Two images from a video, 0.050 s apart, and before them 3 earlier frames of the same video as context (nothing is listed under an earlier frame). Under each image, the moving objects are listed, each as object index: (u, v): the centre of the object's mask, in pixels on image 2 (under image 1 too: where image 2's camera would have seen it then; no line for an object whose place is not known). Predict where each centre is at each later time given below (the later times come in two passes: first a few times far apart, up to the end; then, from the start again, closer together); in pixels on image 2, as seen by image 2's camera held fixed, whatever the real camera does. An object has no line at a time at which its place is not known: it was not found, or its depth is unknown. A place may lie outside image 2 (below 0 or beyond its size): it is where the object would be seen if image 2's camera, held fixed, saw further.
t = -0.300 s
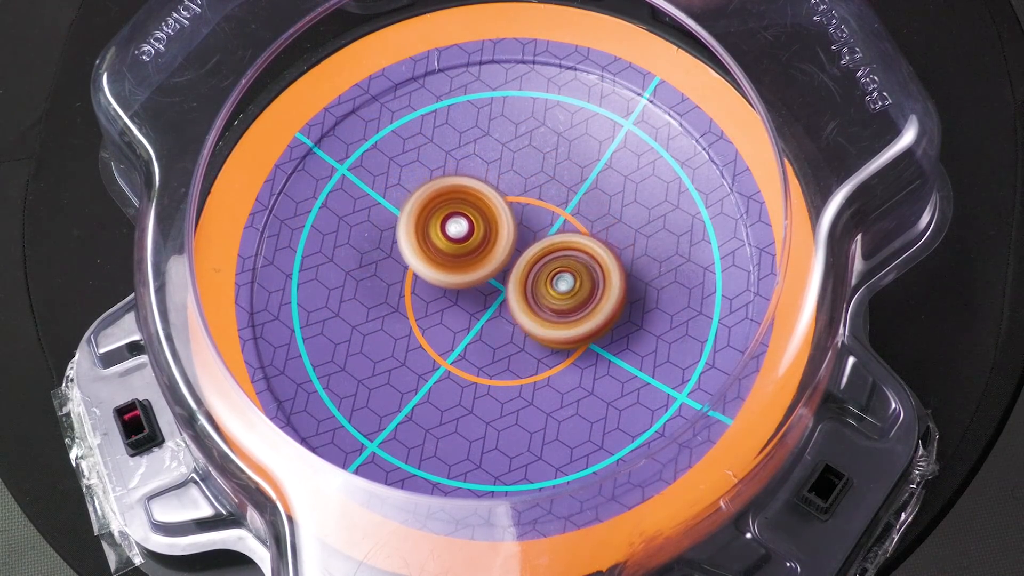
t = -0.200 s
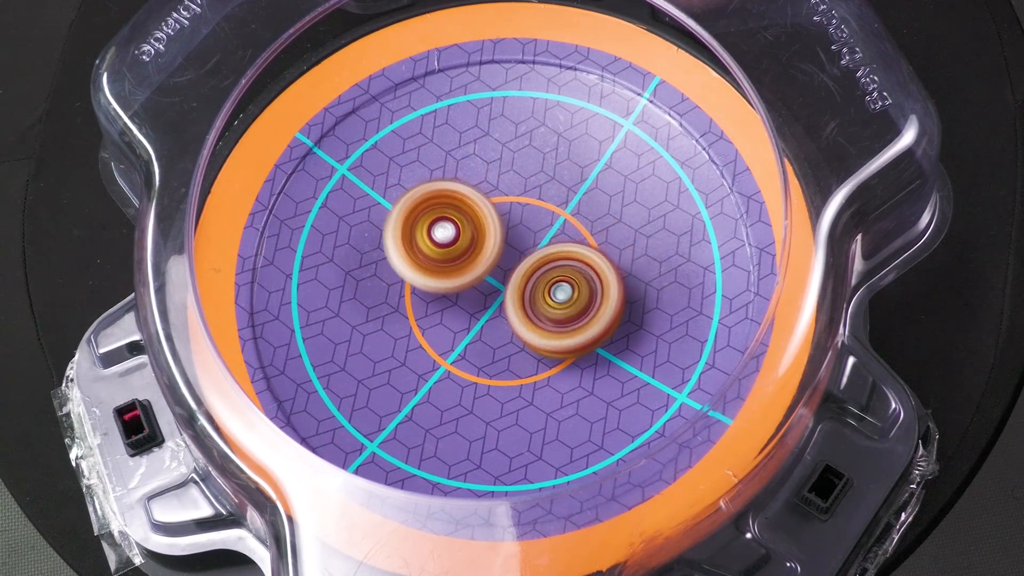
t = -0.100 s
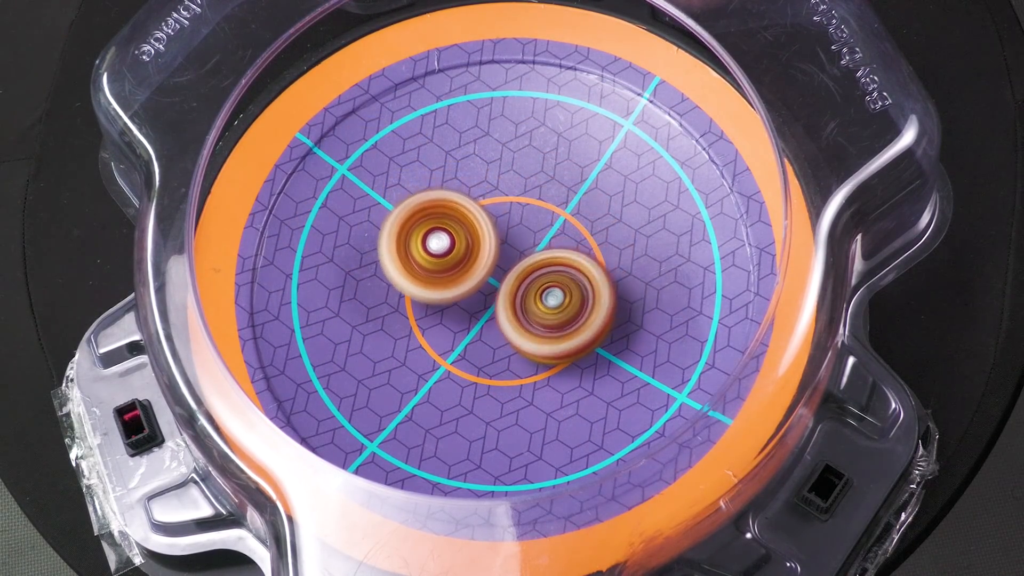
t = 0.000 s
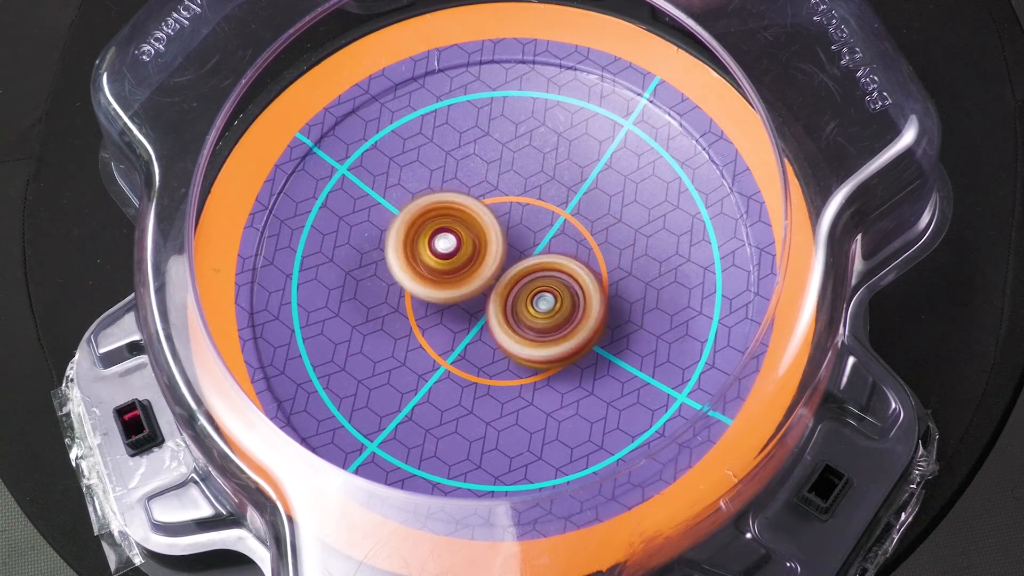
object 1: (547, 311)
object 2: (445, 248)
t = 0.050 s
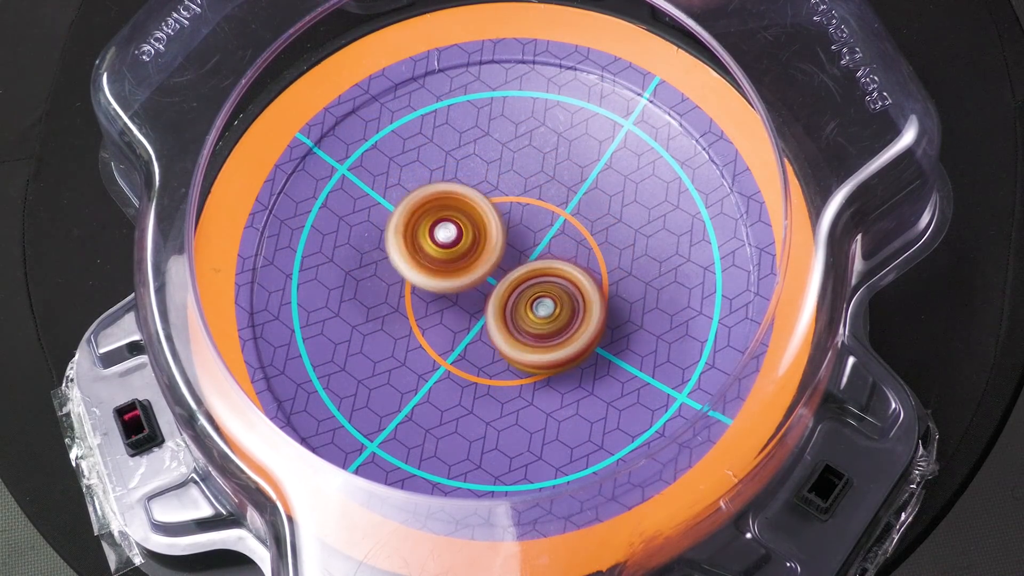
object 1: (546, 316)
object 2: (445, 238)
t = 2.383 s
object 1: (497, 237)
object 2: (499, 367)
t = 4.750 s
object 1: (443, 275)
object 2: (595, 331)
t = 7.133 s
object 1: (472, 313)
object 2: (548, 195)
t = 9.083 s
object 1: (555, 281)
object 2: (455, 216)
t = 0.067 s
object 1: (545, 317)
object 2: (445, 235)
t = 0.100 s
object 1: (542, 319)
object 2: (448, 232)
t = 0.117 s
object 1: (539, 319)
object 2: (449, 231)
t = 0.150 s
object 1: (535, 320)
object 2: (453, 230)
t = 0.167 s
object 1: (533, 321)
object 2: (455, 230)
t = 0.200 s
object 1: (531, 324)
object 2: (457, 224)
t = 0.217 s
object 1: (530, 326)
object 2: (457, 220)
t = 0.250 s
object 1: (528, 327)
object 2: (458, 215)
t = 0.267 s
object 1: (526, 327)
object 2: (459, 214)
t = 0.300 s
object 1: (524, 326)
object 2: (460, 213)
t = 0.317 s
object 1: (522, 325)
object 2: (461, 214)
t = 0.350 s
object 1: (520, 324)
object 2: (462, 217)
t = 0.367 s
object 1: (519, 324)
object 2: (461, 216)
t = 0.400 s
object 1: (517, 325)
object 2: (460, 210)
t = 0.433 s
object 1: (514, 325)
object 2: (461, 204)
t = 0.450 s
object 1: (512, 325)
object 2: (461, 202)
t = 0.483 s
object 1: (508, 324)
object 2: (462, 200)
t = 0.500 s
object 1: (506, 323)
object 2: (462, 199)
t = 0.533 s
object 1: (501, 322)
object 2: (464, 199)
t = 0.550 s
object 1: (499, 321)
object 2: (465, 199)
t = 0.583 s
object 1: (496, 319)
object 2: (466, 199)
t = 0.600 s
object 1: (494, 318)
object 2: (467, 200)
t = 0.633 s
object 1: (490, 319)
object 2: (471, 194)
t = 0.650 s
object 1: (487, 322)
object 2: (473, 188)
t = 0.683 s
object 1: (485, 323)
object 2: (478, 180)
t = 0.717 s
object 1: (483, 322)
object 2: (483, 174)
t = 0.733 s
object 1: (482, 321)
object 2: (485, 172)
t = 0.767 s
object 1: (481, 319)
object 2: (488, 170)
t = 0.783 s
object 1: (480, 317)
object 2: (489, 169)
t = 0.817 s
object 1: (480, 313)
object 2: (491, 170)
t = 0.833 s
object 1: (480, 311)
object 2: (492, 171)
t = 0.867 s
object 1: (480, 307)
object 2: (493, 173)
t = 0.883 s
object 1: (479, 305)
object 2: (494, 174)
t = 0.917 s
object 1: (479, 300)
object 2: (495, 176)
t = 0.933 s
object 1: (478, 298)
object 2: (496, 178)
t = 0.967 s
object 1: (477, 297)
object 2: (499, 177)
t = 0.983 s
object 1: (475, 299)
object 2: (504, 169)
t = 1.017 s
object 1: (471, 300)
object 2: (513, 159)
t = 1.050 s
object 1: (467, 298)
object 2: (519, 153)
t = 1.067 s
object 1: (465, 296)
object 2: (521, 151)
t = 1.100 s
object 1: (463, 293)
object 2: (525, 150)
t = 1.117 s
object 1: (461, 291)
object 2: (526, 150)
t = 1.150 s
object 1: (459, 288)
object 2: (528, 151)
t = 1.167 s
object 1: (458, 286)
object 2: (528, 153)
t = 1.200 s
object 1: (456, 283)
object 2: (528, 156)
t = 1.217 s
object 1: (454, 281)
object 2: (528, 157)
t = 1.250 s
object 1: (453, 278)
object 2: (527, 161)
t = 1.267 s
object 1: (452, 276)
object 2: (526, 163)
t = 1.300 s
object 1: (450, 273)
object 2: (526, 168)
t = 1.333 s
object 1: (449, 270)
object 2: (525, 172)
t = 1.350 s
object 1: (448, 269)
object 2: (526, 174)
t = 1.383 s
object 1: (439, 273)
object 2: (542, 167)
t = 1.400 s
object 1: (434, 274)
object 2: (552, 164)
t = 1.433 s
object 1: (429, 276)
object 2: (568, 162)
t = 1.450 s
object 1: (428, 276)
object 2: (574, 162)
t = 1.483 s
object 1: (427, 275)
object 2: (584, 167)
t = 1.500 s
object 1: (427, 275)
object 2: (589, 170)
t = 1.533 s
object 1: (427, 275)
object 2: (595, 176)
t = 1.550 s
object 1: (427, 274)
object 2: (596, 179)
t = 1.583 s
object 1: (427, 273)
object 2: (599, 187)
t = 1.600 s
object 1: (428, 272)
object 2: (600, 191)
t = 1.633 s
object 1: (429, 271)
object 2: (601, 197)
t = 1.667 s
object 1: (430, 270)
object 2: (602, 206)
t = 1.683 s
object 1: (431, 269)
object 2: (602, 210)
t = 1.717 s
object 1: (433, 268)
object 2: (602, 219)
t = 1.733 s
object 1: (434, 268)
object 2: (601, 224)
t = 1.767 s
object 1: (437, 266)
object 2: (601, 233)
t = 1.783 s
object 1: (438, 266)
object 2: (600, 237)
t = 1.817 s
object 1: (441, 265)
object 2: (598, 246)
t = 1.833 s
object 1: (444, 264)
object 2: (597, 251)
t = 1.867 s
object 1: (447, 263)
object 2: (594, 261)
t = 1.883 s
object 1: (449, 262)
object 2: (593, 264)
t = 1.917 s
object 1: (453, 261)
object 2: (589, 273)
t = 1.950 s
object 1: (456, 259)
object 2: (586, 280)
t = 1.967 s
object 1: (458, 258)
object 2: (583, 283)
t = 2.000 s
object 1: (462, 257)
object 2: (579, 290)
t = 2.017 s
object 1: (464, 256)
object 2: (577, 293)
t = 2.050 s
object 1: (464, 253)
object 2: (578, 301)
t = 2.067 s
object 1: (465, 251)
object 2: (578, 306)
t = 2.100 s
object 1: (468, 249)
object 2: (575, 316)
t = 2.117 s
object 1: (468, 249)
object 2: (572, 320)
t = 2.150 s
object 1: (471, 247)
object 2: (565, 328)
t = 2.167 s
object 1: (472, 247)
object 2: (561, 333)
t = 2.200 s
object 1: (475, 245)
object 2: (552, 340)
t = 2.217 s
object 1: (477, 245)
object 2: (548, 344)
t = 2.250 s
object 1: (481, 243)
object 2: (538, 351)
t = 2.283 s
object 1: (485, 241)
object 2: (529, 356)
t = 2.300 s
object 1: (486, 241)
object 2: (524, 359)
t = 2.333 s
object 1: (490, 239)
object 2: (514, 363)
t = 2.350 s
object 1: (493, 238)
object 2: (509, 364)
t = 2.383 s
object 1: (497, 237)
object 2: (499, 367)
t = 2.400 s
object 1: (499, 236)
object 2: (494, 368)
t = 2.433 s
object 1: (503, 234)
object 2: (485, 369)
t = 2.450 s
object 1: (505, 234)
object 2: (480, 369)
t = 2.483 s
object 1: (509, 233)
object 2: (471, 369)
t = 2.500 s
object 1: (512, 232)
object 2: (467, 369)
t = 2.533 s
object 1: (515, 231)
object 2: (458, 368)
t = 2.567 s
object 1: (519, 230)
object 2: (450, 366)
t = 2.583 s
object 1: (521, 230)
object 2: (447, 365)
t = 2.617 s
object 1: (524, 229)
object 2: (440, 361)
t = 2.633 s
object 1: (526, 229)
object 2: (437, 359)
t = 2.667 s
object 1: (529, 228)
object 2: (431, 355)
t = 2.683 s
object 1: (530, 228)
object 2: (428, 352)
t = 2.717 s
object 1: (533, 228)
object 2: (423, 346)
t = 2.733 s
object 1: (534, 228)
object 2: (421, 342)
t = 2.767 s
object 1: (536, 228)
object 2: (417, 335)
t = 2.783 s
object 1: (538, 228)
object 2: (415, 331)
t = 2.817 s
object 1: (540, 228)
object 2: (412, 322)
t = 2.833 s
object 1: (541, 228)
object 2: (410, 318)
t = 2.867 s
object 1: (543, 230)
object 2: (409, 308)
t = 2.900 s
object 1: (545, 231)
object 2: (407, 298)
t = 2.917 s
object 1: (545, 231)
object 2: (407, 293)
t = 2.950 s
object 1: (547, 233)
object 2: (406, 283)
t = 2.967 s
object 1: (547, 234)
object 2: (406, 277)
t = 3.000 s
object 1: (548, 235)
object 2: (406, 267)
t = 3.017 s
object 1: (548, 236)
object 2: (406, 262)
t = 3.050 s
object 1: (549, 238)
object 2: (406, 252)
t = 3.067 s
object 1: (549, 239)
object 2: (406, 247)
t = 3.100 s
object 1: (549, 242)
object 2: (408, 237)
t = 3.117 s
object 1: (549, 243)
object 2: (409, 232)
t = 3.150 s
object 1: (549, 245)
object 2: (411, 223)
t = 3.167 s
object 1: (549, 247)
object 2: (413, 219)
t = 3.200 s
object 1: (549, 249)
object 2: (416, 210)
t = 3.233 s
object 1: (548, 253)
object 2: (421, 202)
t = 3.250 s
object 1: (548, 254)
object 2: (423, 198)
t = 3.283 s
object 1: (549, 257)
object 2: (428, 191)
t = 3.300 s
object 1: (549, 259)
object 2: (431, 188)
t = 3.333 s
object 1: (549, 262)
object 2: (437, 182)
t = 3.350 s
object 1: (548, 264)
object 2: (441, 179)
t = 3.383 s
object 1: (548, 267)
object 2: (448, 175)
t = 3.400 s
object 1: (547, 268)
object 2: (452, 173)
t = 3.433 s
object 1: (546, 271)
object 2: (460, 170)
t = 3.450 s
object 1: (545, 273)
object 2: (465, 169)
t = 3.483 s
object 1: (544, 276)
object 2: (474, 167)
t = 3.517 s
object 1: (542, 279)
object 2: (483, 166)
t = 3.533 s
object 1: (541, 281)
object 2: (488, 166)
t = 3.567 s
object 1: (540, 284)
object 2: (497, 166)
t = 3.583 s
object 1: (539, 285)
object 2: (502, 166)
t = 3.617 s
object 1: (538, 288)
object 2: (511, 167)
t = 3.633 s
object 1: (537, 289)
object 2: (516, 167)
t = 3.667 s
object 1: (535, 292)
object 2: (525, 168)
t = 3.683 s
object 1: (534, 293)
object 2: (530, 169)
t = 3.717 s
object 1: (532, 296)
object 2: (540, 170)
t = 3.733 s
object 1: (531, 297)
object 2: (545, 171)
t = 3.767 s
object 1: (529, 299)
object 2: (554, 174)
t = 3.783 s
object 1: (528, 300)
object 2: (558, 176)
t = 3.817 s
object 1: (526, 302)
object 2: (567, 180)
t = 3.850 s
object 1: (523, 304)
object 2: (575, 185)
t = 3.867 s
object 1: (521, 305)
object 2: (579, 187)
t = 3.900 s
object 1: (517, 307)
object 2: (585, 192)
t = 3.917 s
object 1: (516, 307)
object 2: (589, 196)
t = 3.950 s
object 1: (514, 308)
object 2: (594, 201)
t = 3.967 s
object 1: (513, 309)
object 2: (597, 206)
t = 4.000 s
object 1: (511, 310)
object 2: (601, 213)
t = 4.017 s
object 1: (510, 310)
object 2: (602, 217)
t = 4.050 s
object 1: (508, 310)
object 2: (605, 224)
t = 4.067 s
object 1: (507, 310)
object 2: (606, 228)
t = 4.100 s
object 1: (504, 310)
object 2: (607, 236)
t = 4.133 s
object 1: (501, 310)
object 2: (609, 244)
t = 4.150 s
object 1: (500, 310)
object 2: (610, 248)
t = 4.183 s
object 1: (496, 310)
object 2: (612, 255)
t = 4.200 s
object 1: (493, 310)
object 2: (616, 257)
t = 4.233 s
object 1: (488, 310)
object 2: (621, 262)
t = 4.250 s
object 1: (486, 310)
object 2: (622, 265)
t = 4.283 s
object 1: (483, 310)
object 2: (624, 269)
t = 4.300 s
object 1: (481, 309)
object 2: (624, 272)
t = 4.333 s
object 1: (478, 309)
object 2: (624, 277)
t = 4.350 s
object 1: (477, 308)
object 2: (622, 279)
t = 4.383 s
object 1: (474, 307)
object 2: (620, 283)
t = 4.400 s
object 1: (472, 306)
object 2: (617, 285)
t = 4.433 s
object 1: (470, 304)
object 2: (613, 289)
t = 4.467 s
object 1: (468, 302)
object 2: (607, 294)
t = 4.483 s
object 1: (467, 301)
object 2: (603, 295)
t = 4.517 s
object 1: (465, 299)
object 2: (595, 300)
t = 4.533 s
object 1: (464, 298)
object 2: (591, 302)
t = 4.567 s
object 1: (462, 295)
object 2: (583, 307)
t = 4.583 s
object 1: (458, 293)
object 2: (585, 310)
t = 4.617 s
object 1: (450, 288)
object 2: (592, 319)
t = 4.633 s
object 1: (447, 285)
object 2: (594, 322)
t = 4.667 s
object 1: (444, 281)
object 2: (595, 326)
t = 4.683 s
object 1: (443, 280)
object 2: (596, 327)
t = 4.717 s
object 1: (443, 277)
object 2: (596, 330)
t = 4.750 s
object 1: (443, 275)
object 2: (595, 331)
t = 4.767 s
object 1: (443, 274)
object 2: (594, 331)
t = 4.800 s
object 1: (444, 272)
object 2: (591, 331)
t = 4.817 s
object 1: (444, 270)
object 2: (589, 331)
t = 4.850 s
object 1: (446, 269)
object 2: (584, 330)
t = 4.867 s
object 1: (447, 267)
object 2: (580, 330)
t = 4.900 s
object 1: (448, 266)
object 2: (574, 328)
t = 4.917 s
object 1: (450, 265)
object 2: (570, 327)
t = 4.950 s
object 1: (451, 262)
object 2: (561, 324)
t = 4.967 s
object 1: (453, 262)
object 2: (557, 323)
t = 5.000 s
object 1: (454, 259)
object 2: (548, 320)
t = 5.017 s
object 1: (454, 257)
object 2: (544, 321)
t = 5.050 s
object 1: (455, 252)
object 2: (543, 326)
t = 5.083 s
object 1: (457, 248)
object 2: (543, 330)
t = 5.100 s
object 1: (458, 246)
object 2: (542, 332)
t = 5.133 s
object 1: (462, 244)
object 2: (542, 334)
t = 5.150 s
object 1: (464, 242)
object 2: (541, 335)
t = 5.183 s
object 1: (468, 241)
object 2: (540, 335)
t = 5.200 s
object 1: (470, 240)
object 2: (539, 336)
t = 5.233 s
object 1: (474, 239)
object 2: (537, 335)
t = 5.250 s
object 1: (477, 238)
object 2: (536, 335)
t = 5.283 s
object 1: (481, 236)
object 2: (533, 333)
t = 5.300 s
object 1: (484, 236)
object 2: (531, 332)
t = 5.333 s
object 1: (488, 233)
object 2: (528, 330)
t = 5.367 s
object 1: (492, 231)
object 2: (523, 332)
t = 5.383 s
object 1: (495, 230)
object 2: (521, 335)
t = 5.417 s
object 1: (501, 228)
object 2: (517, 338)
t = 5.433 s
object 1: (504, 228)
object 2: (516, 339)
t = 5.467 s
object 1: (510, 227)
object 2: (514, 341)
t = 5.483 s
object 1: (512, 227)
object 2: (513, 341)
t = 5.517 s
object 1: (518, 225)
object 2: (511, 342)
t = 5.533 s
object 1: (521, 225)
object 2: (510, 342)
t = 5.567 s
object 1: (527, 224)
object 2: (507, 341)
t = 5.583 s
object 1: (529, 224)
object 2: (506, 341)
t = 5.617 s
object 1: (534, 223)
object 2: (503, 338)
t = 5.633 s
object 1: (536, 222)
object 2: (501, 337)
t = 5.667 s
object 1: (541, 222)
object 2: (498, 334)
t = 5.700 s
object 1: (545, 223)
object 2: (494, 329)
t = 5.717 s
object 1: (548, 223)
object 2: (493, 328)
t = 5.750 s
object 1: (551, 223)
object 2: (490, 322)
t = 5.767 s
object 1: (553, 224)
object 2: (488, 319)
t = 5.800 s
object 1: (556, 224)
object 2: (483, 313)
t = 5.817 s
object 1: (559, 224)
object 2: (478, 312)
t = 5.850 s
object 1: (561, 224)
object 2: (471, 310)
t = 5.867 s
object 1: (563, 225)
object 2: (467, 309)
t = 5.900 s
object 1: (565, 227)
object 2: (460, 306)
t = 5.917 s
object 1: (566, 228)
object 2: (457, 305)
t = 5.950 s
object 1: (568, 231)
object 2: (451, 302)
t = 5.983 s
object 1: (569, 233)
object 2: (446, 298)
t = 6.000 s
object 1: (570, 234)
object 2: (443, 296)
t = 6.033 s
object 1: (571, 237)
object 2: (438, 291)
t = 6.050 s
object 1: (571, 239)
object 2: (437, 289)
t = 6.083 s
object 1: (572, 242)
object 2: (433, 284)
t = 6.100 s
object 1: (572, 243)
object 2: (432, 281)
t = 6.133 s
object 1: (572, 247)
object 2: (429, 276)
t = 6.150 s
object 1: (572, 249)
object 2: (428, 273)
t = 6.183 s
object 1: (572, 252)
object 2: (427, 268)
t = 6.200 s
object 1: (571, 254)
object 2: (426, 265)
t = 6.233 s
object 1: (570, 258)
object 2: (426, 260)
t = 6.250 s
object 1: (570, 260)
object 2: (426, 258)
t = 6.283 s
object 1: (568, 264)
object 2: (427, 253)
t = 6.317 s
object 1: (566, 268)
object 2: (429, 248)
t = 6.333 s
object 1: (564, 270)
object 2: (431, 246)
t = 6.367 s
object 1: (562, 274)
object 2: (434, 242)
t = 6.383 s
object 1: (561, 276)
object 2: (436, 239)
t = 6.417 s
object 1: (558, 280)
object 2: (441, 236)
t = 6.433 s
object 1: (556, 282)
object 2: (443, 234)
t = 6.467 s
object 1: (555, 286)
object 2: (446, 227)
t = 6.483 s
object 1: (554, 288)
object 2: (445, 222)
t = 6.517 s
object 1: (551, 292)
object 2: (445, 214)
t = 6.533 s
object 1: (549, 294)
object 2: (444, 211)
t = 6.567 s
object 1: (546, 297)
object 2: (445, 206)
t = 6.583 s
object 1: (544, 298)
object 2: (445, 203)
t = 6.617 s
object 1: (540, 301)
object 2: (447, 199)
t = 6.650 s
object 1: (536, 304)
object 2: (450, 196)
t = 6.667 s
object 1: (534, 305)
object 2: (451, 194)
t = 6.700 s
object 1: (530, 307)
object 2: (454, 192)
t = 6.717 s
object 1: (527, 309)
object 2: (456, 192)
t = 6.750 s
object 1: (523, 310)
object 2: (461, 191)
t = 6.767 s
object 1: (520, 311)
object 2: (465, 191)
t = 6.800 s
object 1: (516, 312)
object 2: (471, 191)
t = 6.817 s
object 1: (513, 313)
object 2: (475, 191)
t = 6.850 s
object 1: (509, 314)
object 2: (482, 192)
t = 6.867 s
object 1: (506, 315)
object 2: (485, 193)
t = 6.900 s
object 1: (502, 316)
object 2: (493, 194)
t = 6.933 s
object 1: (498, 316)
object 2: (500, 196)
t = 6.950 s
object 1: (495, 316)
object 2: (504, 197)
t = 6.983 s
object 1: (491, 316)
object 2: (512, 199)
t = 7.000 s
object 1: (488, 317)
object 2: (518, 198)
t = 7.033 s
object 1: (485, 317)
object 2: (527, 195)
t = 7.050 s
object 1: (482, 317)
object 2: (531, 194)
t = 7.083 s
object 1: (478, 316)
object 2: (539, 194)
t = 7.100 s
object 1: (476, 315)
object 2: (542, 194)
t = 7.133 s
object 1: (472, 313)
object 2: (548, 195)
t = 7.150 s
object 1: (471, 312)
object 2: (552, 195)
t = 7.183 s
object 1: (467, 310)
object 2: (558, 197)
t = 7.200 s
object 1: (466, 309)
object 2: (561, 198)
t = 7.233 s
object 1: (463, 306)
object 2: (566, 201)
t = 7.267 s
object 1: (460, 303)
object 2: (570, 204)
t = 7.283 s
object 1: (459, 302)
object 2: (571, 206)
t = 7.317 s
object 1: (456, 298)
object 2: (574, 211)
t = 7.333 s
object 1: (455, 296)
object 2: (575, 213)
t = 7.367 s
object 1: (453, 293)
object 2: (576, 219)
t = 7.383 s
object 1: (453, 291)
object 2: (576, 222)
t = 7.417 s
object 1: (451, 288)
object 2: (577, 228)
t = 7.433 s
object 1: (451, 286)
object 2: (576, 232)
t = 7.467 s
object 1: (450, 282)
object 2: (575, 239)
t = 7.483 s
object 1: (449, 280)
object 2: (574, 243)
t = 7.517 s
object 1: (449, 276)
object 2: (572, 250)
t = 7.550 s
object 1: (448, 273)
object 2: (569, 258)
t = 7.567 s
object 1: (447, 270)
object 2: (568, 262)
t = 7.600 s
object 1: (447, 267)
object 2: (568, 270)
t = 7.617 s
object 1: (447, 264)
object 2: (568, 275)
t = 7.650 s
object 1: (447, 261)
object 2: (568, 282)
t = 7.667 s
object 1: (447, 259)
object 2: (568, 285)
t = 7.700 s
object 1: (448, 255)
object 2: (568, 292)
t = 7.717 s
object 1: (449, 253)
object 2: (567, 295)
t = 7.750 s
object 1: (451, 250)
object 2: (565, 301)
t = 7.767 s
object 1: (451, 248)
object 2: (563, 304)
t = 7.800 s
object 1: (454, 245)
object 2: (560, 308)
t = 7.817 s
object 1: (455, 243)
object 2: (558, 310)
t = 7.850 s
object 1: (457, 240)
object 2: (555, 313)
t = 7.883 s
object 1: (461, 237)
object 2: (550, 317)
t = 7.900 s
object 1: (463, 236)
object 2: (547, 319)
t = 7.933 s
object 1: (466, 233)
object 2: (541, 321)
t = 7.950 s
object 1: (469, 232)
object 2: (538, 321)
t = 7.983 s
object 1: (472, 230)
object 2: (532, 322)
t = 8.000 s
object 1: (475, 228)
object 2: (528, 323)
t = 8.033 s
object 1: (479, 226)
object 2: (521, 325)
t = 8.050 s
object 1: (481, 224)
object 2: (518, 326)
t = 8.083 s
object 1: (487, 222)
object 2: (511, 328)
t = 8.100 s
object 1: (489, 222)
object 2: (508, 330)
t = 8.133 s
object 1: (494, 220)
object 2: (502, 331)
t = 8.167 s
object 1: (500, 219)
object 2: (496, 331)
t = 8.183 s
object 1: (502, 219)
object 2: (494, 331)
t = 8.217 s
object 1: (508, 218)
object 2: (488, 329)
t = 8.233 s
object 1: (510, 218)
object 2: (485, 328)
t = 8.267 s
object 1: (514, 217)
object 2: (480, 326)
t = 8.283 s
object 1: (518, 217)
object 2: (478, 324)
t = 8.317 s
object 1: (522, 216)
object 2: (474, 320)
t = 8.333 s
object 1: (525, 216)
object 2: (471, 318)
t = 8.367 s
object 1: (529, 216)
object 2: (468, 313)
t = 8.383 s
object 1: (531, 216)
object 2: (464, 311)
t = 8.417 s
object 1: (536, 216)
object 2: (459, 308)
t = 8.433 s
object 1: (537, 216)
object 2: (457, 306)
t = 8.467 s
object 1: (542, 218)
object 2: (453, 301)
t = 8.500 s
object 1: (545, 219)
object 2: (450, 297)
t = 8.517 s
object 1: (547, 220)
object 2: (448, 294)
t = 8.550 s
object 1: (550, 222)
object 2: (446, 289)
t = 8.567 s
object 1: (552, 223)
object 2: (445, 286)
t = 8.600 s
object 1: (554, 225)
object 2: (444, 279)
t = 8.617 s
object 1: (556, 226)
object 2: (444, 277)
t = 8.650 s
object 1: (558, 229)
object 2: (444, 270)
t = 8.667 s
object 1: (559, 230)
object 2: (442, 266)
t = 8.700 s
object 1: (561, 233)
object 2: (440, 261)
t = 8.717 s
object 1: (562, 235)
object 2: (440, 259)
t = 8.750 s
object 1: (563, 238)
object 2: (439, 254)
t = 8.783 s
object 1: (564, 242)
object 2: (440, 249)
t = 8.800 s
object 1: (564, 244)
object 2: (440, 246)
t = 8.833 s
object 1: (564, 248)
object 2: (442, 241)
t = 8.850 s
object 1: (564, 250)
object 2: (443, 239)
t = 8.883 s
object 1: (565, 254)
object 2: (442, 235)
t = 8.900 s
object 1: (565, 256)
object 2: (442, 232)
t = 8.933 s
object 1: (563, 261)
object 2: (442, 228)
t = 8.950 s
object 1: (563, 263)
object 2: (443, 226)
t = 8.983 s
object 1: (561, 268)
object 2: (445, 224)
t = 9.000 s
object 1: (561, 270)
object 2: (446, 222)
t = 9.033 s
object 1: (558, 275)
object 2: (449, 220)
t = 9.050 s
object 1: (557, 277)
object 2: (451, 219)
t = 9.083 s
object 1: (555, 281)
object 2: (455, 216)
